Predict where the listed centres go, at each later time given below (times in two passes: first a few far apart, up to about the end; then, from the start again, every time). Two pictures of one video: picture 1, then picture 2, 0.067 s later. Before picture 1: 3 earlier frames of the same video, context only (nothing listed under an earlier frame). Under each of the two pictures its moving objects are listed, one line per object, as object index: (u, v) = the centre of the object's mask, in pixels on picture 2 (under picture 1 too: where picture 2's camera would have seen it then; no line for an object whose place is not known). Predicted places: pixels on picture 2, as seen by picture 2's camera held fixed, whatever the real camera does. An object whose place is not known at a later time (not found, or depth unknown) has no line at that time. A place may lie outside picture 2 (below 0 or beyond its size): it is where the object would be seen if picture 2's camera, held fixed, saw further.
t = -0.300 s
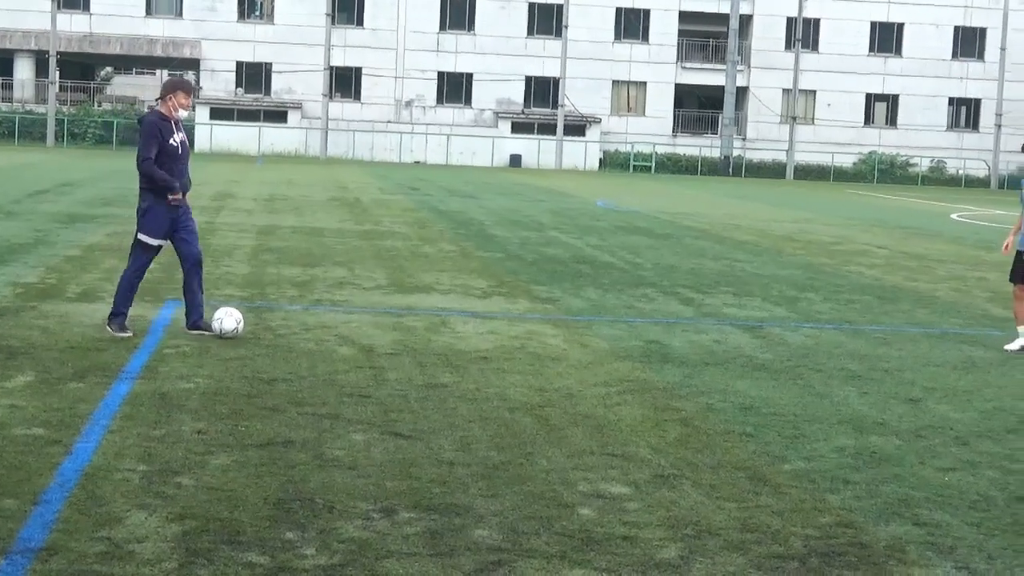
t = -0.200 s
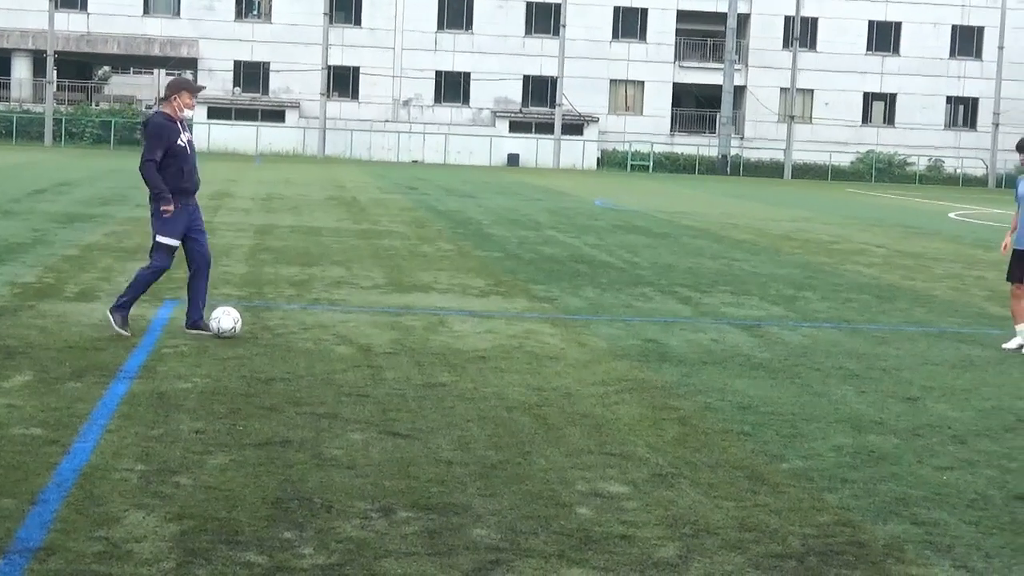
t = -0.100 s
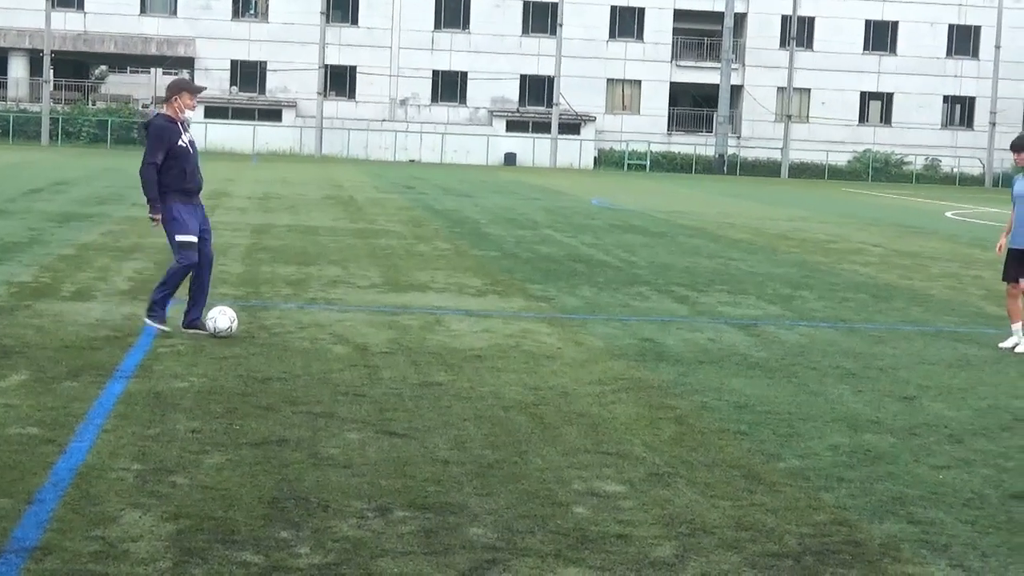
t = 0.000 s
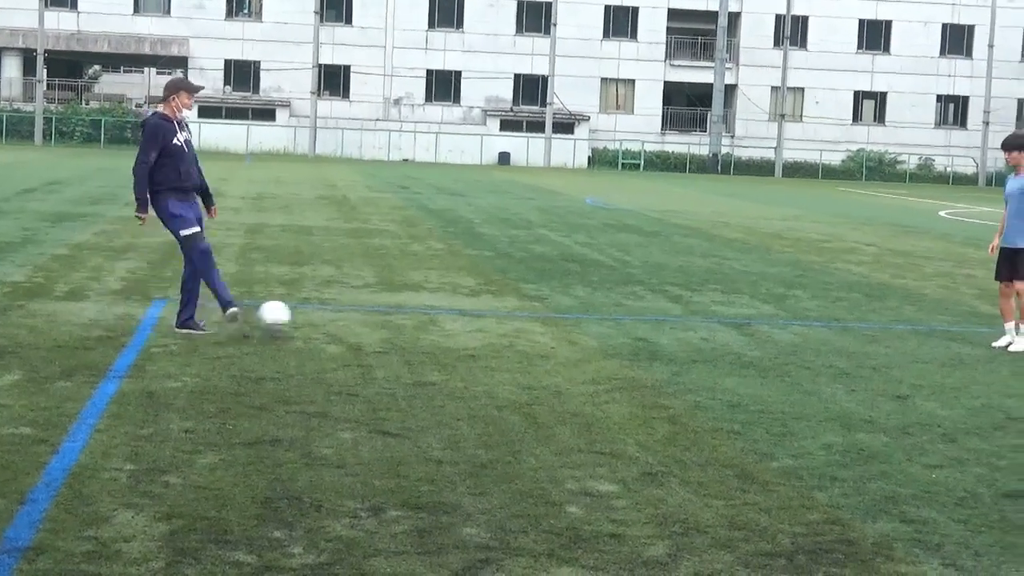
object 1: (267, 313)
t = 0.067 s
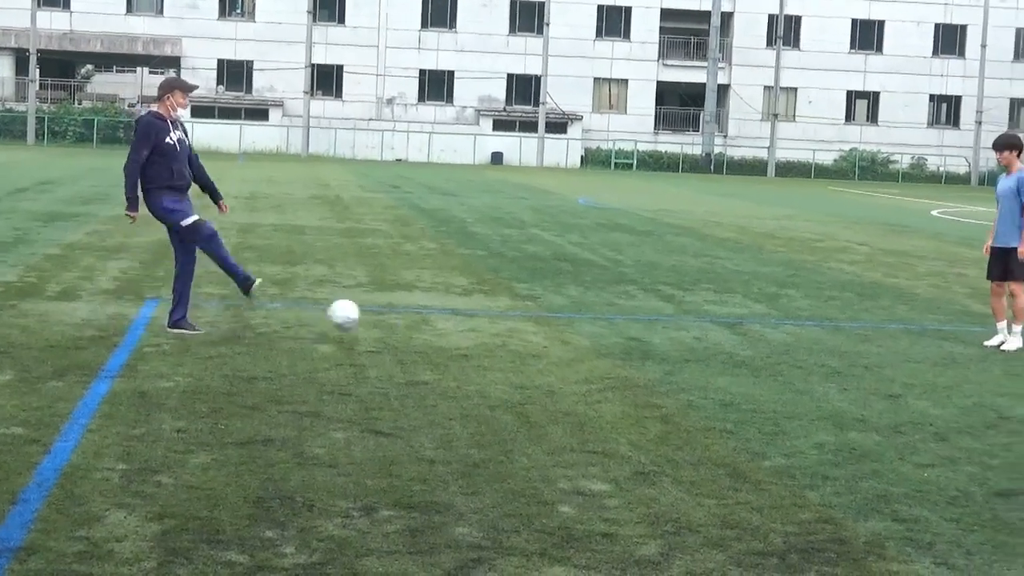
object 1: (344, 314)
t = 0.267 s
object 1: (555, 319)
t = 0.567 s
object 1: (813, 326)
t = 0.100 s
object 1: (381, 316)
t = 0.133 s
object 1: (418, 319)
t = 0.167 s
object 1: (456, 325)
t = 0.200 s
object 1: (491, 327)
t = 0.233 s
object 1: (523, 322)
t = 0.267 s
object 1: (555, 319)
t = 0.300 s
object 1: (585, 318)
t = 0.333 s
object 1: (617, 318)
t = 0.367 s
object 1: (647, 320)
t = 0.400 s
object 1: (677, 323)
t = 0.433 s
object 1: (707, 328)
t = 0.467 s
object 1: (737, 334)
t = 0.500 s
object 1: (762, 329)
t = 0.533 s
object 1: (788, 327)
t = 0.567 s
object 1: (813, 326)
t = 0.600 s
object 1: (838, 326)
